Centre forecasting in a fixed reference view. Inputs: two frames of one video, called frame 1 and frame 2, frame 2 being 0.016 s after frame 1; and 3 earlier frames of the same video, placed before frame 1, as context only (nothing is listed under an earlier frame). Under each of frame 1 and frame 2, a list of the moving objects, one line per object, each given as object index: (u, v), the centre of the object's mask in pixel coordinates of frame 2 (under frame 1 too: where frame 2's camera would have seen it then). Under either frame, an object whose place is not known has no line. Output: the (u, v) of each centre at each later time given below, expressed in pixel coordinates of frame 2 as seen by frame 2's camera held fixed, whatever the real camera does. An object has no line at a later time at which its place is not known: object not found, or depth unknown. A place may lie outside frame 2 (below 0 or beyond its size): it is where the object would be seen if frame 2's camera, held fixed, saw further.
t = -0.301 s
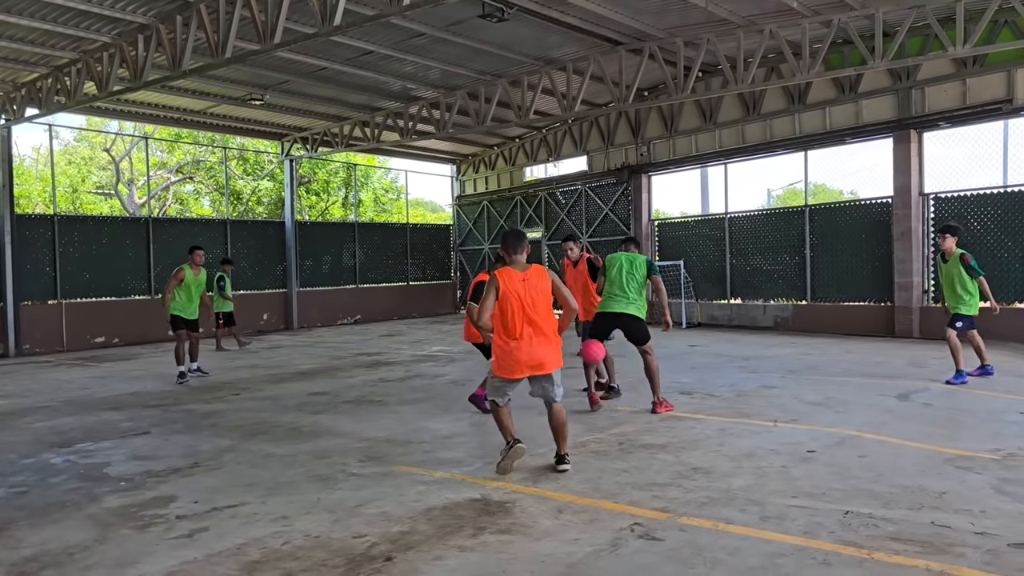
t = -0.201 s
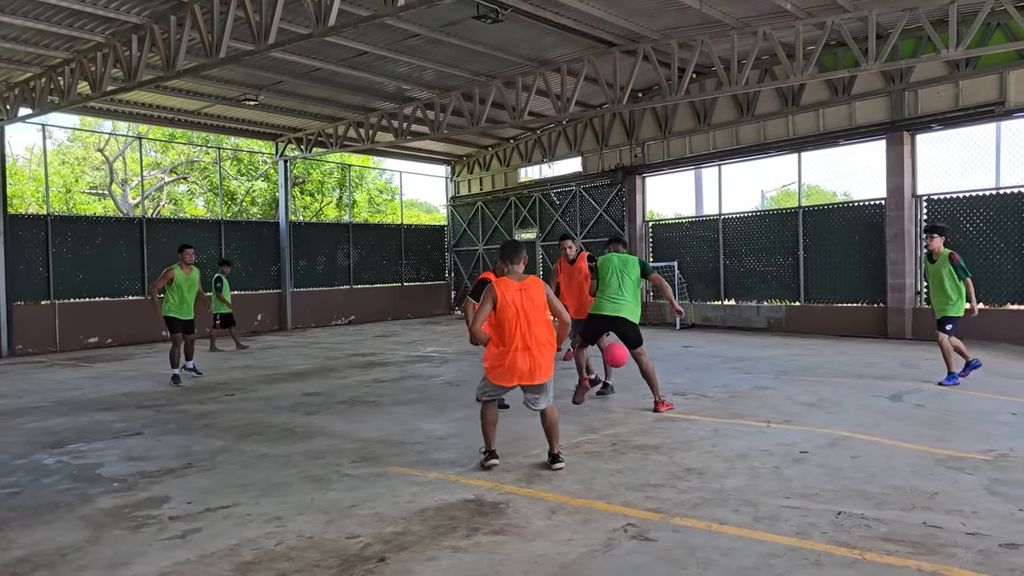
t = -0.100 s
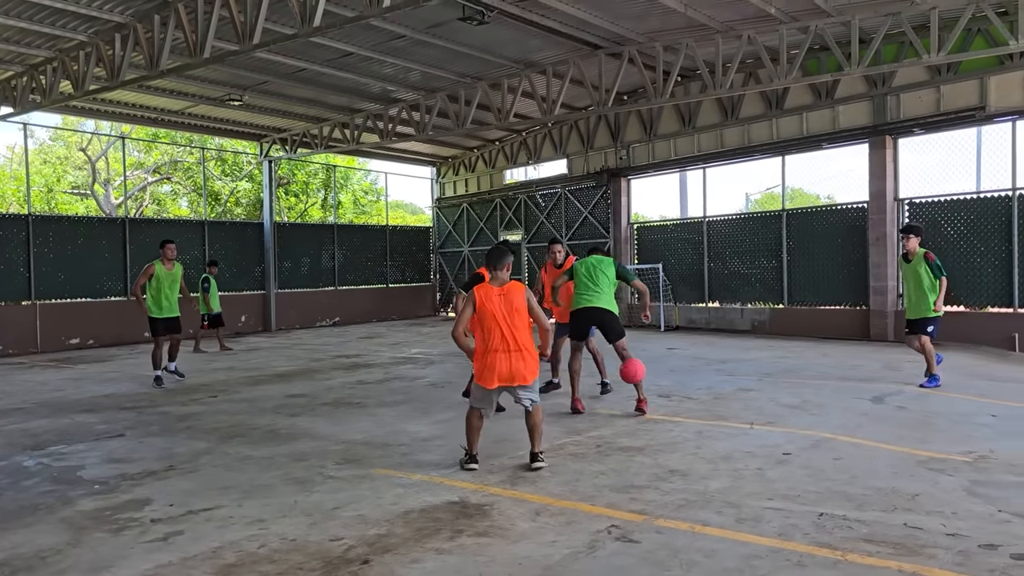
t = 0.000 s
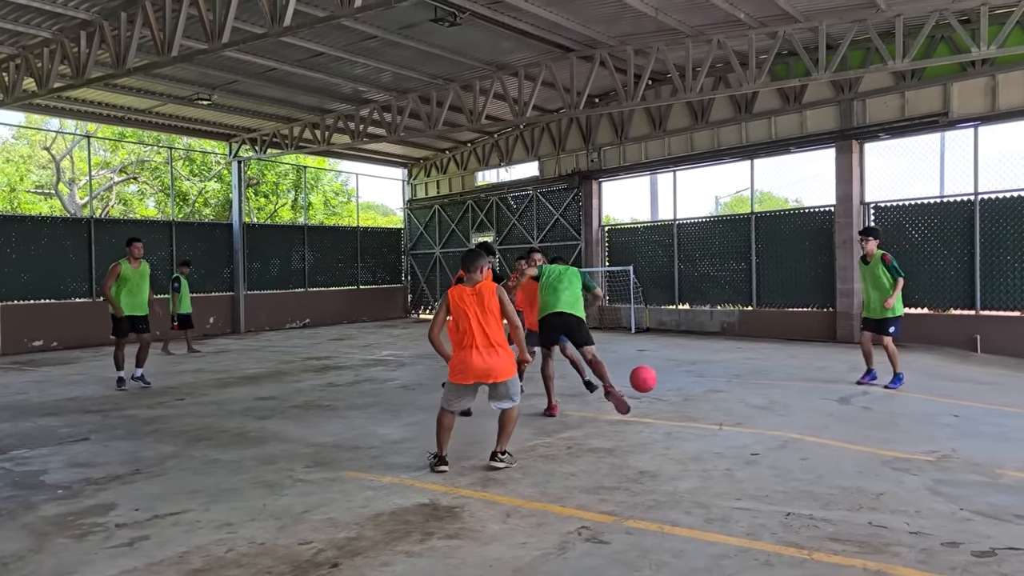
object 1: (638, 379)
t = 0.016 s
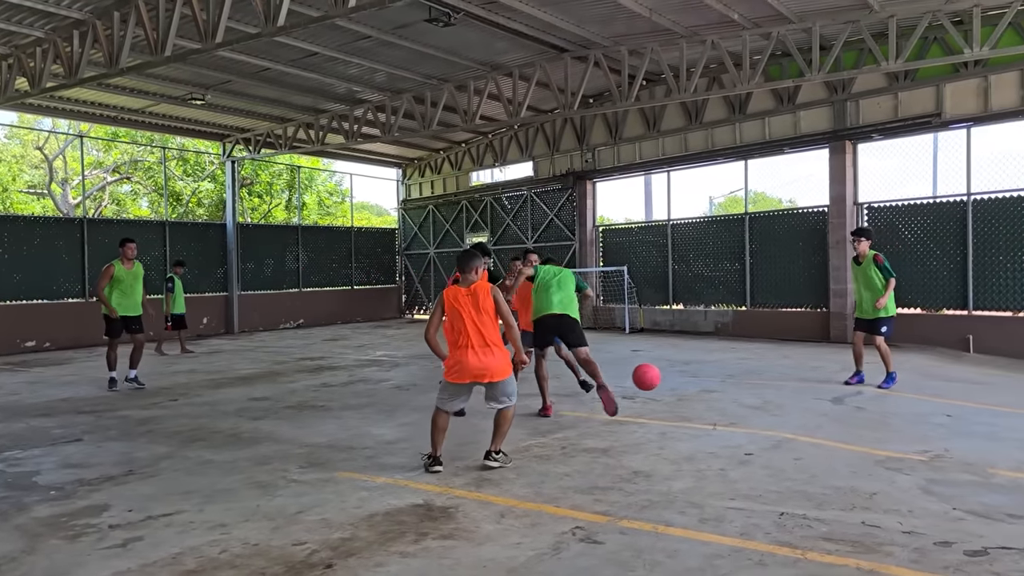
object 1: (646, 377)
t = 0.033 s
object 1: (655, 375)
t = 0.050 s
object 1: (664, 373)
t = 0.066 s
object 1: (674, 372)
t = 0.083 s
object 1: (683, 371)
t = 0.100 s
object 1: (693, 371)
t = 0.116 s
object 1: (703, 371)
